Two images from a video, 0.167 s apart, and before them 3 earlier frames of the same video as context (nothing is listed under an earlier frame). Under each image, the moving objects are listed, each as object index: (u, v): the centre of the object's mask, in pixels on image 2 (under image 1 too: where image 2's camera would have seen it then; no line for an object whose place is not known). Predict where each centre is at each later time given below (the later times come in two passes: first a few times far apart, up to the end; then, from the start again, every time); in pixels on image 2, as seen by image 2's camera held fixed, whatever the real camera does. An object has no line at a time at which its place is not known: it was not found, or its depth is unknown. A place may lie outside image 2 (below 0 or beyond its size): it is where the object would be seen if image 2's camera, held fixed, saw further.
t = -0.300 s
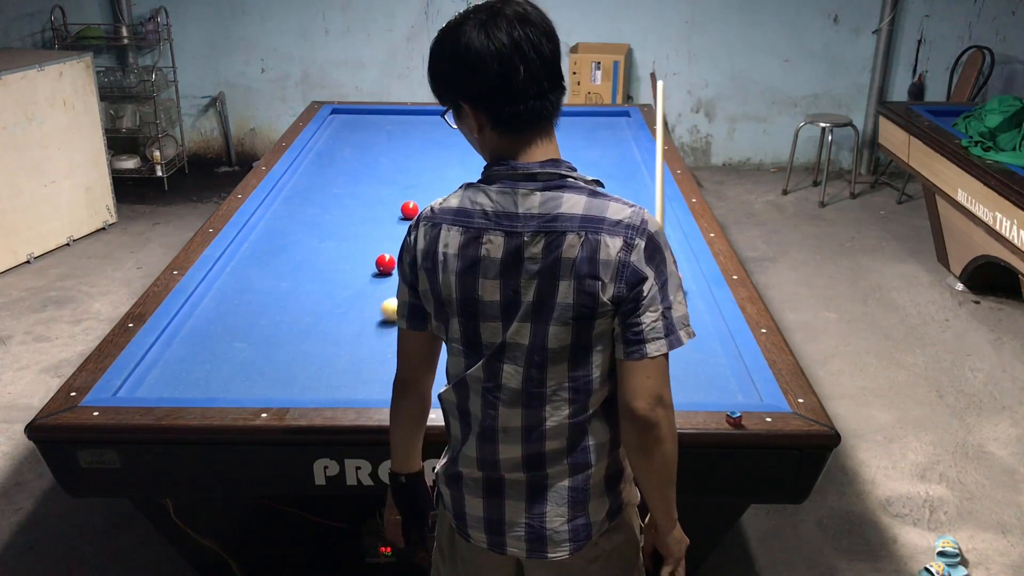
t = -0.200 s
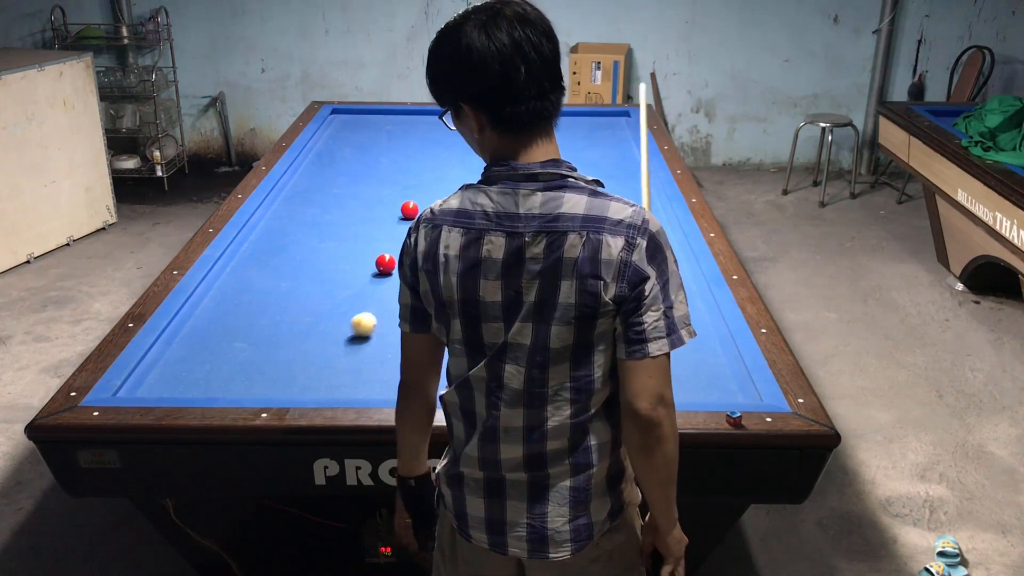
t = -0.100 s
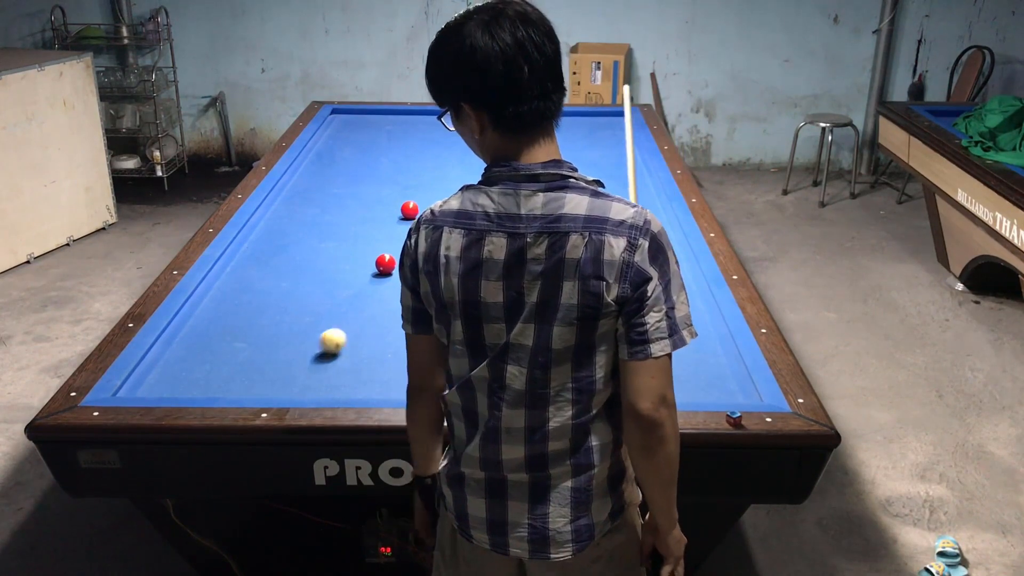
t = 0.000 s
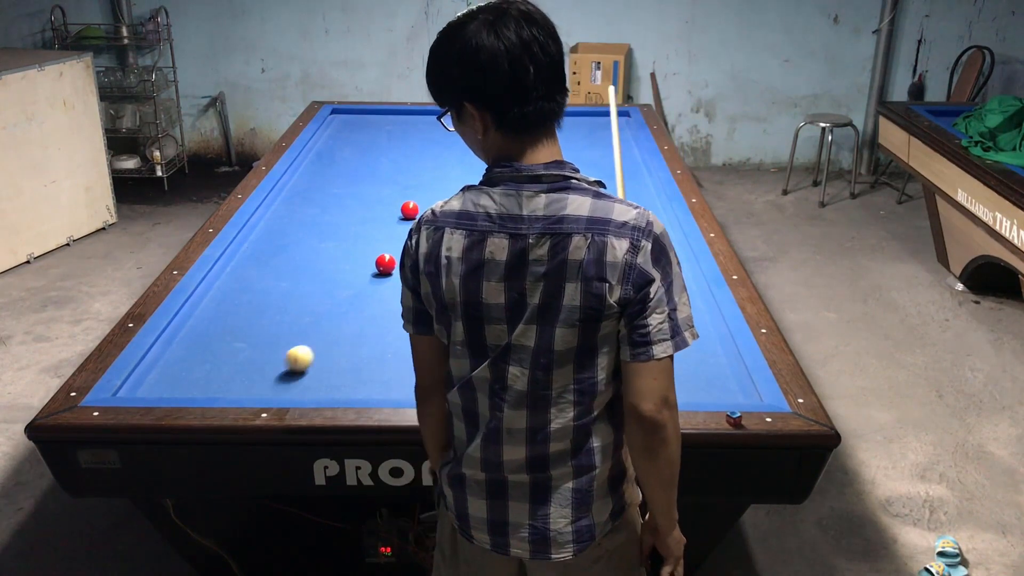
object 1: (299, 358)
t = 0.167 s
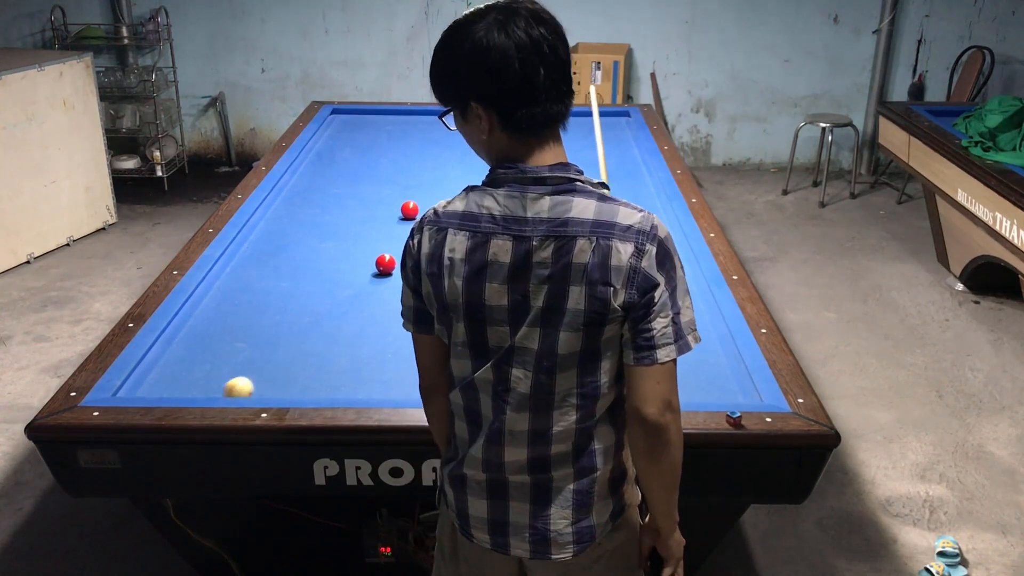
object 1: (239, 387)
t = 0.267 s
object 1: (213, 382)
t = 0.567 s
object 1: (167, 349)
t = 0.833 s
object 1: (226, 323)
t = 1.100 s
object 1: (277, 301)
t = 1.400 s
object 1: (327, 279)
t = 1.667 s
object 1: (366, 262)
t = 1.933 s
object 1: (383, 246)
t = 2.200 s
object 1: (398, 232)
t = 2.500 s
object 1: (413, 218)
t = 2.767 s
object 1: (432, 212)
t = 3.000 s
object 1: (449, 207)
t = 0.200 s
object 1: (228, 388)
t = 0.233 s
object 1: (221, 385)
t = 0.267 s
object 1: (213, 382)
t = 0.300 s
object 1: (206, 378)
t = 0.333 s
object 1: (199, 374)
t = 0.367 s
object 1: (192, 370)
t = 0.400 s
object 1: (185, 367)
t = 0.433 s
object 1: (178, 363)
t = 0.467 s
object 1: (172, 359)
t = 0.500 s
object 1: (166, 356)
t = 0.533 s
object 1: (159, 352)
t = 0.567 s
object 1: (167, 349)
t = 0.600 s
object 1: (175, 346)
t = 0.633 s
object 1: (183, 342)
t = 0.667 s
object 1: (190, 338)
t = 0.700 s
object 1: (198, 336)
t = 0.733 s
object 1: (205, 333)
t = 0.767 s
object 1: (212, 330)
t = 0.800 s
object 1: (219, 327)
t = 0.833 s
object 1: (226, 323)
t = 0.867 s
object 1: (232, 320)
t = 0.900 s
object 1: (239, 318)
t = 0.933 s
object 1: (245, 315)
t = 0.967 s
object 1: (252, 312)
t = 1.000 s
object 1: (258, 309)
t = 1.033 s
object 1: (265, 306)
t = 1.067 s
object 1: (271, 304)
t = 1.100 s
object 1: (277, 301)
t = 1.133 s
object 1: (283, 299)
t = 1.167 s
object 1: (289, 296)
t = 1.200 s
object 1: (295, 294)
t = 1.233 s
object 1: (300, 291)
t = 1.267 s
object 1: (306, 288)
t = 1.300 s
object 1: (311, 286)
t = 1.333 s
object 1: (317, 283)
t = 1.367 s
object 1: (322, 282)
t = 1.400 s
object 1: (327, 279)
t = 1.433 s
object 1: (333, 277)
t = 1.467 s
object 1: (338, 275)
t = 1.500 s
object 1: (343, 272)
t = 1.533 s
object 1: (348, 270)
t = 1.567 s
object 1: (353, 268)
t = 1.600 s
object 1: (358, 266)
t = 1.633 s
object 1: (362, 264)
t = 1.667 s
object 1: (366, 262)
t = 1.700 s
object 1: (368, 260)
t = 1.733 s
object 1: (370, 258)
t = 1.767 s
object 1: (372, 256)
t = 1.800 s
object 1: (375, 254)
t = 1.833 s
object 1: (377, 252)
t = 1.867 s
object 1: (379, 250)
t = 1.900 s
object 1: (381, 248)
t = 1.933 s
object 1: (383, 246)
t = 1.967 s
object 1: (385, 245)
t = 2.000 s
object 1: (387, 243)
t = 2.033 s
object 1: (388, 241)
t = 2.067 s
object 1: (391, 239)
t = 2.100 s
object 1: (392, 237)
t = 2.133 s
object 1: (394, 236)
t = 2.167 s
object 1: (396, 234)
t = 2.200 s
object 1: (398, 232)
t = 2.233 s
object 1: (400, 231)
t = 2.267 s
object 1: (402, 229)
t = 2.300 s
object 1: (403, 228)
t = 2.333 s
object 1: (405, 226)
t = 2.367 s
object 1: (407, 225)
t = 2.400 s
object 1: (408, 223)
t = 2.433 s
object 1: (410, 221)
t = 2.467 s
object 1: (412, 219)
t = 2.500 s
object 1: (413, 218)
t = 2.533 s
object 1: (415, 217)
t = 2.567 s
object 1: (417, 215)
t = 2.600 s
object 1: (419, 215)
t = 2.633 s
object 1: (422, 214)
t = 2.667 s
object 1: (425, 213)
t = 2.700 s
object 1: (427, 213)
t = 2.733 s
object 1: (430, 212)
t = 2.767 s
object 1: (432, 212)
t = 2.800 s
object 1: (434, 211)
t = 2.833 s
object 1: (437, 210)
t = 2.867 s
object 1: (439, 210)
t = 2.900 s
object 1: (442, 209)
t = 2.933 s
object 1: (444, 209)
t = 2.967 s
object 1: (447, 208)
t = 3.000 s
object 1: (449, 207)
